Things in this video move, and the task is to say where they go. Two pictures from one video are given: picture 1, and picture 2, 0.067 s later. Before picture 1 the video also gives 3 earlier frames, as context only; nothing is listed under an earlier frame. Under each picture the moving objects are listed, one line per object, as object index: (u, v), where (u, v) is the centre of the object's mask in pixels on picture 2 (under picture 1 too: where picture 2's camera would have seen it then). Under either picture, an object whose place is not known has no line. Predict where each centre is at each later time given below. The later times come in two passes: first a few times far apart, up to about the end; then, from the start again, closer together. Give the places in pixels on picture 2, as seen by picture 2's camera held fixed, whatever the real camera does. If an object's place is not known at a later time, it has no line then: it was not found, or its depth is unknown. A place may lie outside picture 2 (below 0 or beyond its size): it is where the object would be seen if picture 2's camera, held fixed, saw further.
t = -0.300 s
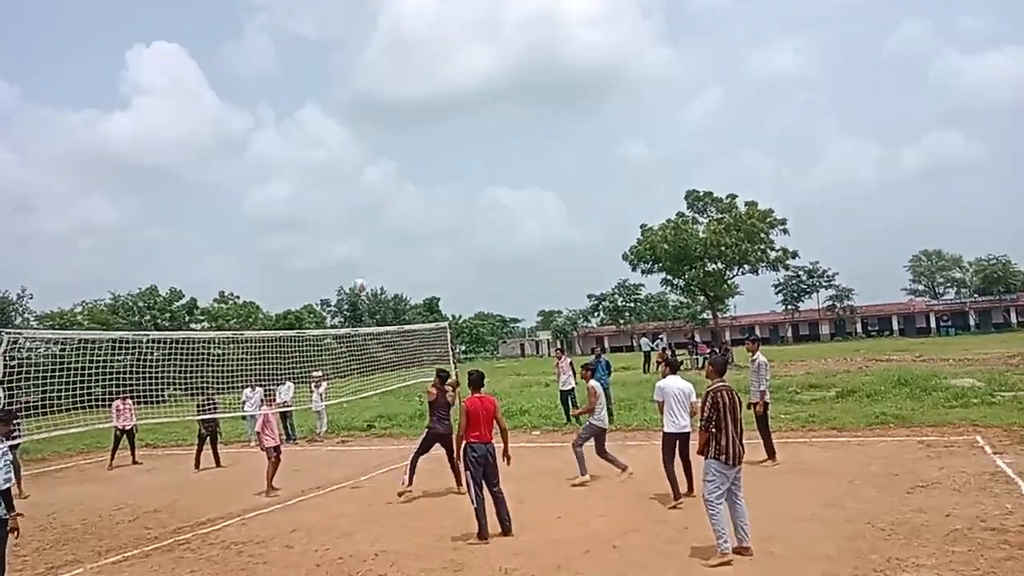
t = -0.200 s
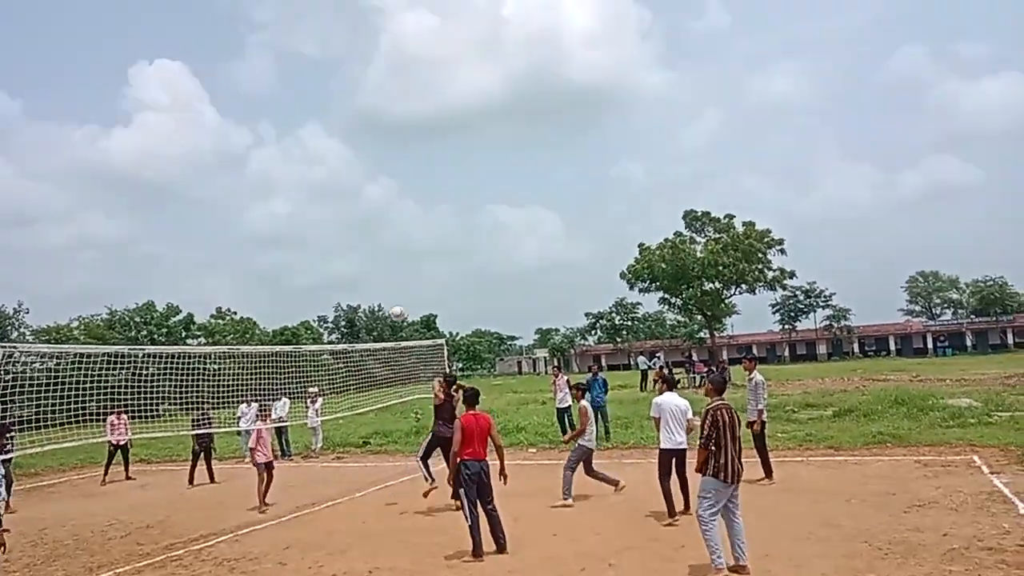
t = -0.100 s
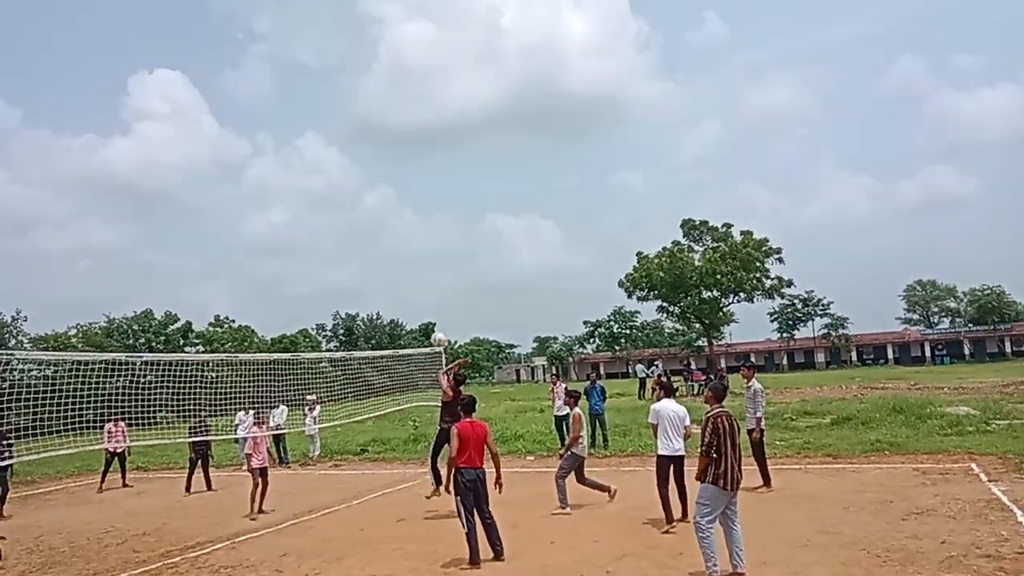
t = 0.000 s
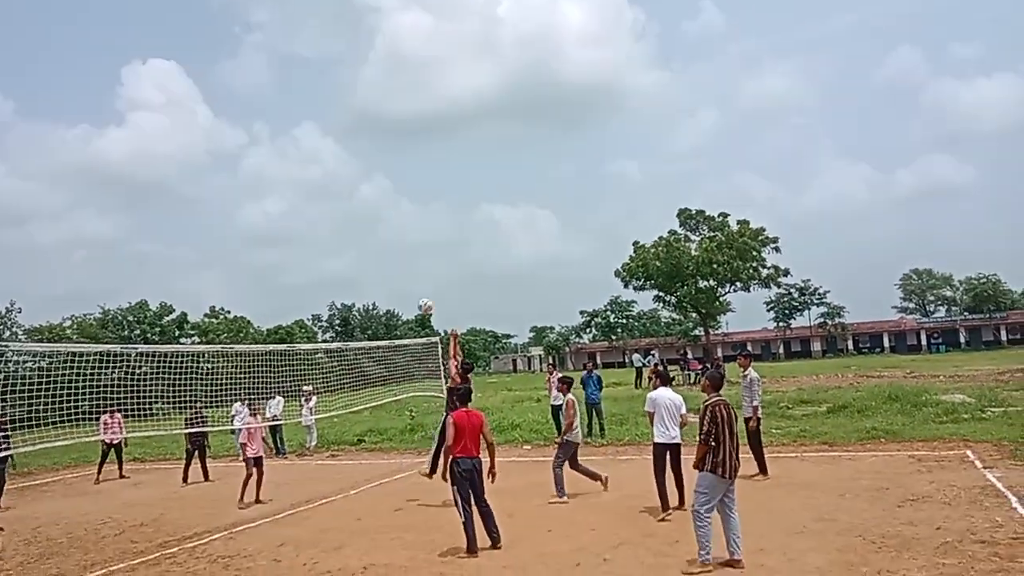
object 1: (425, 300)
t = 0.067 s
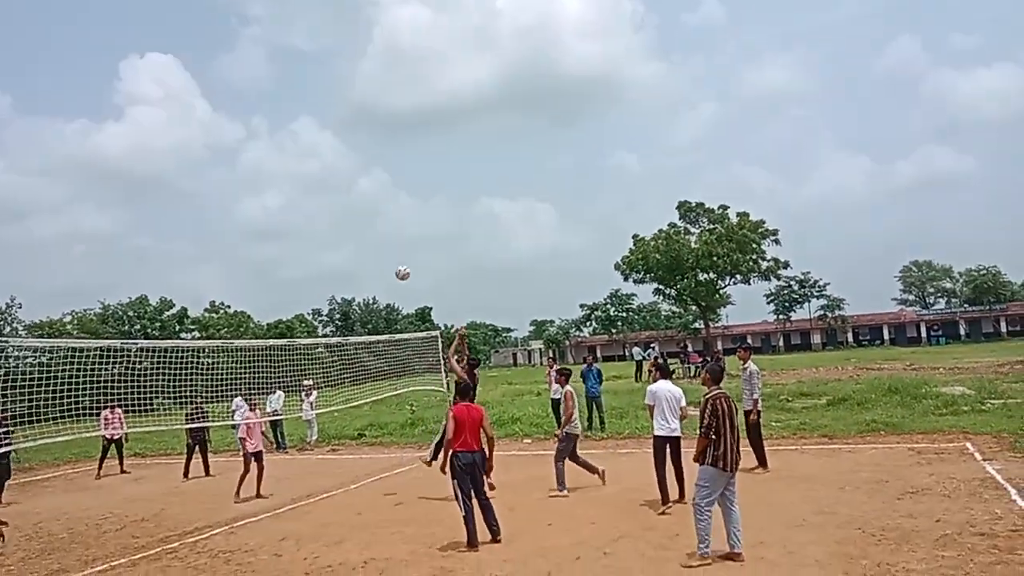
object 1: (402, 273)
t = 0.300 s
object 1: (328, 208)
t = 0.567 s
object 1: (257, 182)
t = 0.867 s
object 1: (192, 205)
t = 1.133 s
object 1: (142, 265)
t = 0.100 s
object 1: (391, 260)
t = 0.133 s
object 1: (380, 249)
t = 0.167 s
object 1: (369, 239)
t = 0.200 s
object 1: (359, 230)
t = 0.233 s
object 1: (349, 221)
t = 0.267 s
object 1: (338, 214)
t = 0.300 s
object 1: (328, 208)
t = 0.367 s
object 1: (309, 197)
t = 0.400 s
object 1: (301, 193)
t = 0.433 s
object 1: (293, 190)
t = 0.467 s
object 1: (282, 187)
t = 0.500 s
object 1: (274, 184)
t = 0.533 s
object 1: (266, 182)
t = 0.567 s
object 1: (257, 182)
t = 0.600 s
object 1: (250, 181)
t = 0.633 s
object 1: (242, 182)
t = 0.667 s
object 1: (234, 183)
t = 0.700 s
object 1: (226, 186)
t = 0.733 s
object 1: (219, 188)
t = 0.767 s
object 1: (212, 192)
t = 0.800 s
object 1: (205, 196)
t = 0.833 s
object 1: (198, 200)
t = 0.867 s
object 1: (192, 205)
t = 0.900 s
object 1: (185, 210)
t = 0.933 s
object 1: (177, 217)
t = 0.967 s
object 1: (171, 224)
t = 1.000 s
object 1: (167, 231)
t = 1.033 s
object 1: (159, 239)
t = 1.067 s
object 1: (153, 248)
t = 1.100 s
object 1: (148, 256)
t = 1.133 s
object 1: (142, 265)
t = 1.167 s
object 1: (136, 275)
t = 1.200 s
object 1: (131, 286)
